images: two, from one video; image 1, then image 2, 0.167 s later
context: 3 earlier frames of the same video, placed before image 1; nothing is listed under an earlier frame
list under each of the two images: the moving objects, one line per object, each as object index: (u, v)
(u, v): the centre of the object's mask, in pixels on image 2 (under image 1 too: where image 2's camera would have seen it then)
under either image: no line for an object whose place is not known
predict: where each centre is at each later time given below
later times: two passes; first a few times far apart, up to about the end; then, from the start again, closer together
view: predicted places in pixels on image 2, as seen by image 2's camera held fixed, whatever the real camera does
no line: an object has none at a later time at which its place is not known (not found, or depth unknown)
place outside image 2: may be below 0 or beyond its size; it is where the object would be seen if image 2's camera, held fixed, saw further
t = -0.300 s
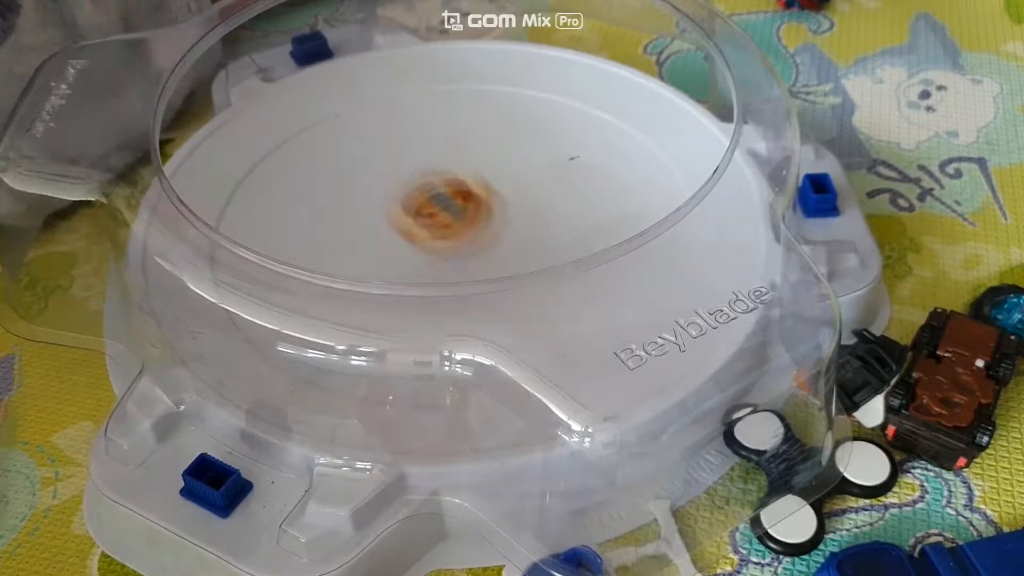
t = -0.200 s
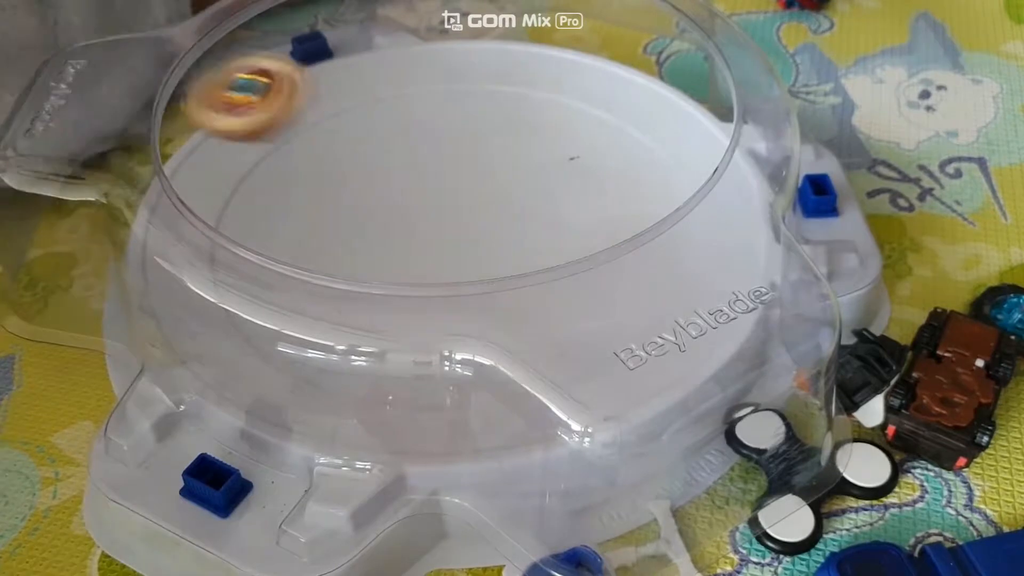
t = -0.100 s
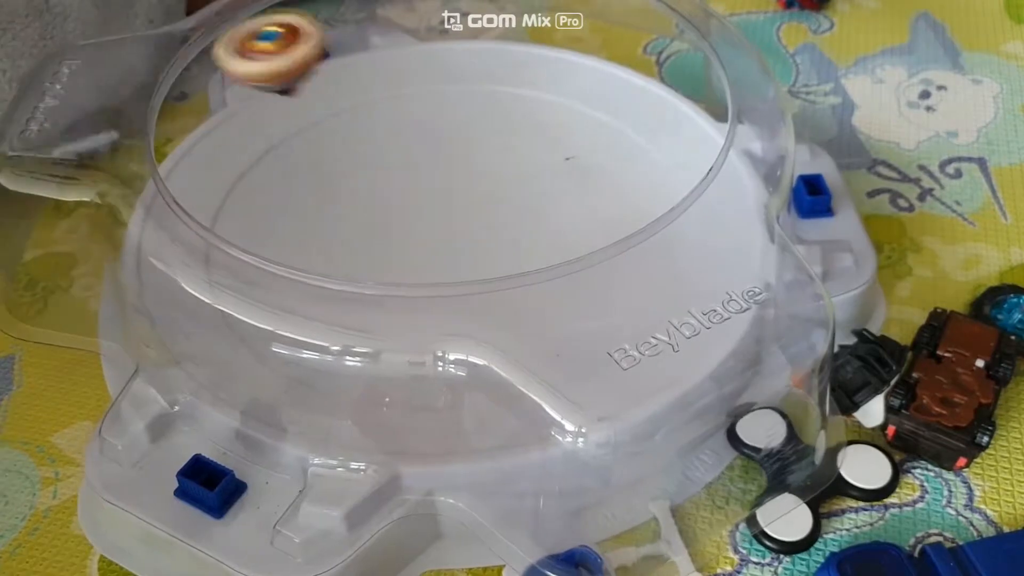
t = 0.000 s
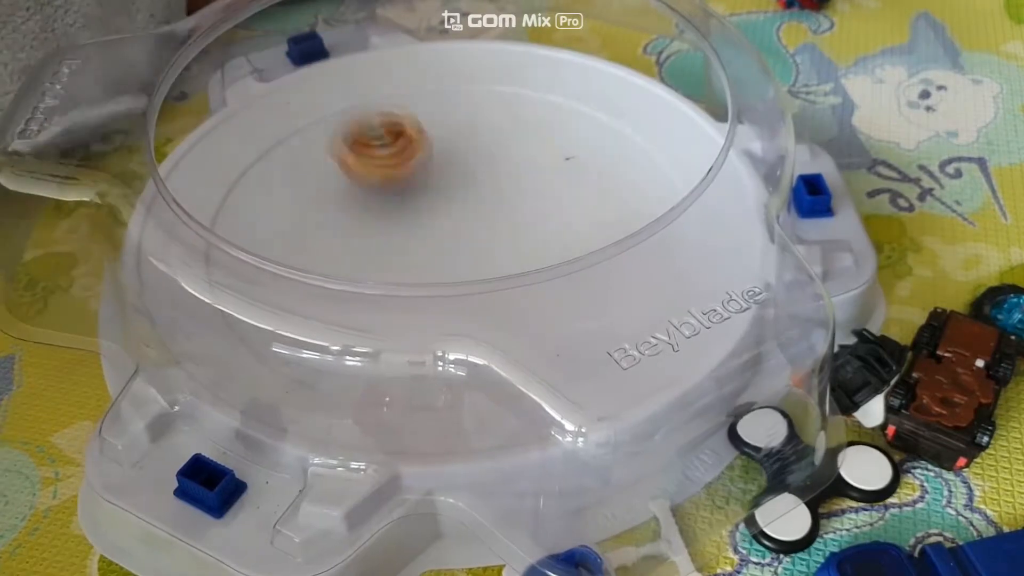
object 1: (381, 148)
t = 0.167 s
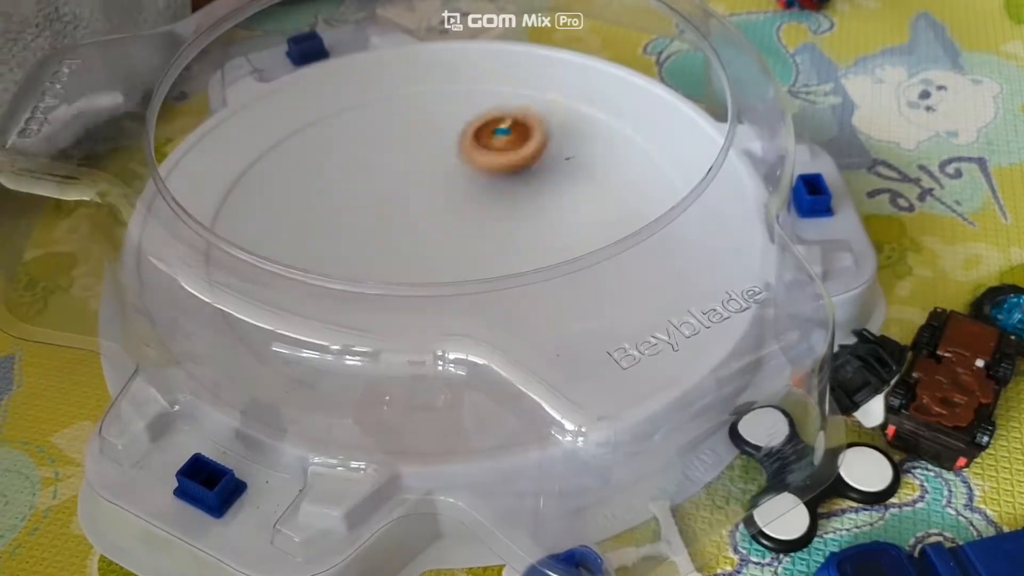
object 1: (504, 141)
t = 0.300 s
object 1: (559, 146)
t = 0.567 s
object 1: (520, 211)
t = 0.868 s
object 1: (420, 193)
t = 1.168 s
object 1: (428, 156)
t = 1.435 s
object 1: (459, 190)
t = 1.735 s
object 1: (392, 222)
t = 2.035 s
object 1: (388, 198)
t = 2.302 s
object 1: (425, 222)
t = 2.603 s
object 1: (414, 240)
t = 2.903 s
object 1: (441, 236)
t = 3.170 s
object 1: (452, 238)
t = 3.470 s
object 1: (473, 237)
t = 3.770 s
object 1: (475, 220)
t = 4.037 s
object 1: (475, 219)
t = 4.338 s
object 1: (484, 203)
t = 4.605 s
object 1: (464, 198)
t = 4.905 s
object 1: (452, 205)
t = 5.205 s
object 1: (451, 206)
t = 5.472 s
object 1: (438, 206)
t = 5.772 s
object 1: (433, 219)
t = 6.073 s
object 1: (445, 223)
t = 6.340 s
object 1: (450, 220)
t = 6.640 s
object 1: (452, 219)
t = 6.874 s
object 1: (456, 217)
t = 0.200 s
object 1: (519, 130)
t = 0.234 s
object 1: (536, 134)
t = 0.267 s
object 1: (549, 144)
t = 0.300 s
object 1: (559, 146)
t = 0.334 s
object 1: (565, 153)
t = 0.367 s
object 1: (566, 161)
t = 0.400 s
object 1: (565, 171)
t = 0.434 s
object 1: (560, 180)
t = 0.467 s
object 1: (553, 190)
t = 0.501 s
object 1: (544, 198)
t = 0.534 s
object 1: (533, 206)
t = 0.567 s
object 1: (520, 211)
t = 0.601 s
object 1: (506, 215)
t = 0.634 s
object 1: (493, 216)
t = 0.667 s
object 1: (479, 216)
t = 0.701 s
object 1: (466, 215)
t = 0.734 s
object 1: (455, 212)
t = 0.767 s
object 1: (444, 209)
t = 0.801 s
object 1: (435, 204)
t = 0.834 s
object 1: (427, 199)
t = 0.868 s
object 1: (420, 193)
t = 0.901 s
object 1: (415, 188)
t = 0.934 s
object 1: (411, 182)
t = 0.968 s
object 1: (409, 176)
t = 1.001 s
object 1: (408, 170)
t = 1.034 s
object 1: (409, 166)
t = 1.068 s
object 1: (412, 162)
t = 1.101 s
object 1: (416, 159)
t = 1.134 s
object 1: (421, 156)
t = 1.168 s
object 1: (428, 156)
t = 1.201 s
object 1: (436, 156)
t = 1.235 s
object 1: (443, 159)
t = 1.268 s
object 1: (450, 162)
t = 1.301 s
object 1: (455, 167)
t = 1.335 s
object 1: (459, 172)
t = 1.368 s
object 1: (461, 177)
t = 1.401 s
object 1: (461, 183)
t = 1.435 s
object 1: (459, 190)
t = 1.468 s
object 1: (455, 196)
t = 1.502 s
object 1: (449, 202)
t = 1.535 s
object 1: (443, 207)
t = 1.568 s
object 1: (435, 211)
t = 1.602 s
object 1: (426, 216)
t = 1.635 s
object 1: (417, 219)
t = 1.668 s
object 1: (408, 221)
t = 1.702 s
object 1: (400, 222)
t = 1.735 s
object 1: (392, 222)
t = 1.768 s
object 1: (385, 221)
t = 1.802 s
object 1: (379, 219)
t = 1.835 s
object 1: (375, 217)
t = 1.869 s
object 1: (373, 213)
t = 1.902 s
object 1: (372, 209)
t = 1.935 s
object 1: (374, 205)
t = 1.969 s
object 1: (378, 202)
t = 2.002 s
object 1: (383, 199)
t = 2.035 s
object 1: (388, 198)
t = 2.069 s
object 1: (393, 197)
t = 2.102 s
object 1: (398, 197)
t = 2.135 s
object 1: (402, 199)
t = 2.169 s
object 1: (408, 202)
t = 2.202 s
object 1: (414, 206)
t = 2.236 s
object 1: (419, 211)
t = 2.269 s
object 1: (423, 217)
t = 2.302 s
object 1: (425, 222)
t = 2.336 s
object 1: (427, 227)
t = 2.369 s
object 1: (427, 233)
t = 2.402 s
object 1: (426, 237)
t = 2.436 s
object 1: (424, 240)
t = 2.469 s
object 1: (421, 242)
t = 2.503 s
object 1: (418, 243)
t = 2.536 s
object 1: (416, 243)
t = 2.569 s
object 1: (415, 242)
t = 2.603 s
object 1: (414, 240)
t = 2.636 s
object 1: (413, 238)
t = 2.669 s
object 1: (412, 237)
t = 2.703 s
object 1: (411, 235)
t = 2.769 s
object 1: (416, 234)
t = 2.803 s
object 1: (422, 234)
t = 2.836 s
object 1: (430, 235)
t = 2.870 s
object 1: (436, 235)
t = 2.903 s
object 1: (441, 236)
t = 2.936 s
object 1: (445, 237)
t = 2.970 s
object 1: (448, 237)
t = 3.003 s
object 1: (450, 237)
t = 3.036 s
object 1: (451, 238)
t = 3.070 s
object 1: (452, 238)
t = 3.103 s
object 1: (452, 238)
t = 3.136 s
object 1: (452, 238)
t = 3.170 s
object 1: (452, 238)
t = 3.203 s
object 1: (452, 239)
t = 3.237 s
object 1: (452, 239)
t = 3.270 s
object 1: (453, 240)
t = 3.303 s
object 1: (455, 240)
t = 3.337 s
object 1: (457, 240)
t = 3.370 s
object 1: (460, 240)
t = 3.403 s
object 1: (464, 240)
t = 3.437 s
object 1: (469, 239)
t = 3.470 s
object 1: (473, 237)
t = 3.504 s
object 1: (476, 236)
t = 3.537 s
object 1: (478, 234)
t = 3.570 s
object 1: (480, 232)
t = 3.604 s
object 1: (480, 230)
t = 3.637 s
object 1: (480, 227)
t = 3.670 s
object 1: (480, 226)
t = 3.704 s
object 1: (478, 223)
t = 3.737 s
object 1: (477, 222)
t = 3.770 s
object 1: (475, 220)
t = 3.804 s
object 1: (474, 220)
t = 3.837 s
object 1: (473, 219)
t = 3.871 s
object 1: (473, 219)
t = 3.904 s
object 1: (473, 219)
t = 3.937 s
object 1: (473, 219)
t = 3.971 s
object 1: (474, 219)
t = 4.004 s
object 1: (474, 219)
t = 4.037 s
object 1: (475, 219)
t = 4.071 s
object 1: (477, 218)
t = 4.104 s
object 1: (479, 217)
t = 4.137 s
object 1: (481, 216)
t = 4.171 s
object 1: (483, 214)
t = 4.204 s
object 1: (485, 212)
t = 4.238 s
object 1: (486, 210)
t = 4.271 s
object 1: (486, 207)
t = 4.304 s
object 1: (486, 205)
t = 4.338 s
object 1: (484, 203)
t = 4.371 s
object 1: (483, 201)
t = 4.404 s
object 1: (481, 200)
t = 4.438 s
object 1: (478, 198)
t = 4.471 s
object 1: (475, 198)
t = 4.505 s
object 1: (472, 197)
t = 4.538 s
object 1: (469, 197)
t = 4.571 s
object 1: (466, 197)
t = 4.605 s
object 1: (464, 198)
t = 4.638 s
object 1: (461, 198)
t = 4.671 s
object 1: (459, 199)
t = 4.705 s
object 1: (457, 200)
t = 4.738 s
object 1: (456, 201)
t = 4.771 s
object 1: (454, 202)
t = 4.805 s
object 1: (453, 203)
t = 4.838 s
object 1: (452, 204)
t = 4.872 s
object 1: (452, 204)
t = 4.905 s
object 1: (452, 205)
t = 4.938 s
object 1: (451, 205)
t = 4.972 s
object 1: (451, 206)
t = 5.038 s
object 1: (451, 206)
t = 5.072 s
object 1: (451, 207)
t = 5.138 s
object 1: (451, 206)
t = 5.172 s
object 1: (451, 206)
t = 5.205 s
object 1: (451, 206)
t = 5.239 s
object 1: (450, 205)
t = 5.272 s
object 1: (449, 205)
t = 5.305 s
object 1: (448, 205)
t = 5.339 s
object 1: (446, 204)
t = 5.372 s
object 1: (444, 205)
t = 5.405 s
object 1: (442, 205)
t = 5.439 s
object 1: (440, 205)
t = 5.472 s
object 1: (438, 206)
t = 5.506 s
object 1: (436, 207)
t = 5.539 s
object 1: (434, 208)
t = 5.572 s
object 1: (432, 209)
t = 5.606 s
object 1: (432, 210)
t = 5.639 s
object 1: (431, 212)
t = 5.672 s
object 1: (431, 214)
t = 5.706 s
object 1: (432, 216)
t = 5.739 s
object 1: (432, 217)
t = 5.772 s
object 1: (433, 219)
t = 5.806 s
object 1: (434, 220)
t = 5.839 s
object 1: (436, 221)
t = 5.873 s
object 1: (437, 222)
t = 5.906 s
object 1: (438, 222)
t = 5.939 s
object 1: (440, 223)
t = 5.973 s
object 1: (441, 223)
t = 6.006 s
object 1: (442, 223)
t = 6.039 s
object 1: (444, 223)
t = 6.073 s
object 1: (445, 223)
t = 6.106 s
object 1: (446, 222)
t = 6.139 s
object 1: (447, 222)
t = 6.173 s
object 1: (448, 221)
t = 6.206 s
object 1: (448, 221)
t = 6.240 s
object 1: (449, 221)
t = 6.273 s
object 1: (449, 220)
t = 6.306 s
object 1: (450, 220)
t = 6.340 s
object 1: (450, 220)
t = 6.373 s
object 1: (450, 220)
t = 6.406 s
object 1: (450, 219)
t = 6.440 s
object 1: (451, 219)
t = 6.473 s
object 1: (451, 219)
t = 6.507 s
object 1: (451, 219)
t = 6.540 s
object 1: (451, 219)
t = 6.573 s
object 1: (451, 219)
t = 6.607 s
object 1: (452, 218)
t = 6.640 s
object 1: (452, 219)
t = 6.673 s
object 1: (453, 218)
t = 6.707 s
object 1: (454, 218)
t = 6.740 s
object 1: (454, 218)
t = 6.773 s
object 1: (455, 218)
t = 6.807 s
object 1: (455, 217)
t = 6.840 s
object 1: (455, 217)
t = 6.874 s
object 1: (456, 217)
